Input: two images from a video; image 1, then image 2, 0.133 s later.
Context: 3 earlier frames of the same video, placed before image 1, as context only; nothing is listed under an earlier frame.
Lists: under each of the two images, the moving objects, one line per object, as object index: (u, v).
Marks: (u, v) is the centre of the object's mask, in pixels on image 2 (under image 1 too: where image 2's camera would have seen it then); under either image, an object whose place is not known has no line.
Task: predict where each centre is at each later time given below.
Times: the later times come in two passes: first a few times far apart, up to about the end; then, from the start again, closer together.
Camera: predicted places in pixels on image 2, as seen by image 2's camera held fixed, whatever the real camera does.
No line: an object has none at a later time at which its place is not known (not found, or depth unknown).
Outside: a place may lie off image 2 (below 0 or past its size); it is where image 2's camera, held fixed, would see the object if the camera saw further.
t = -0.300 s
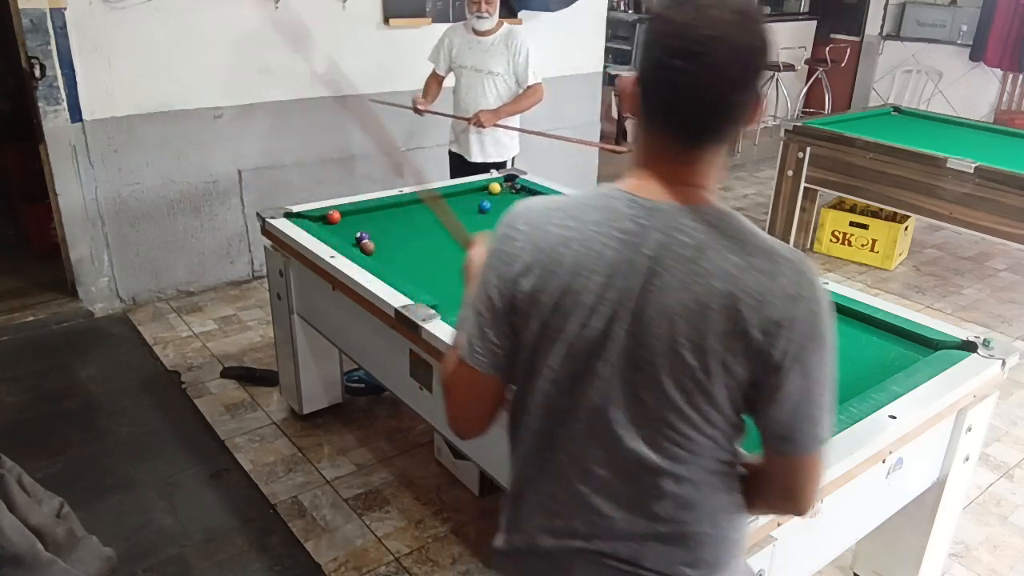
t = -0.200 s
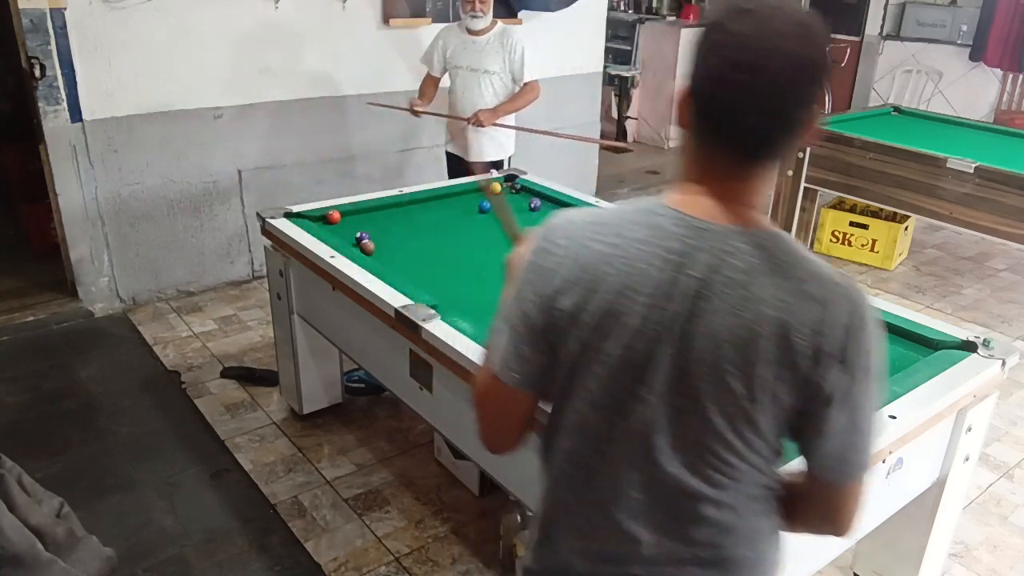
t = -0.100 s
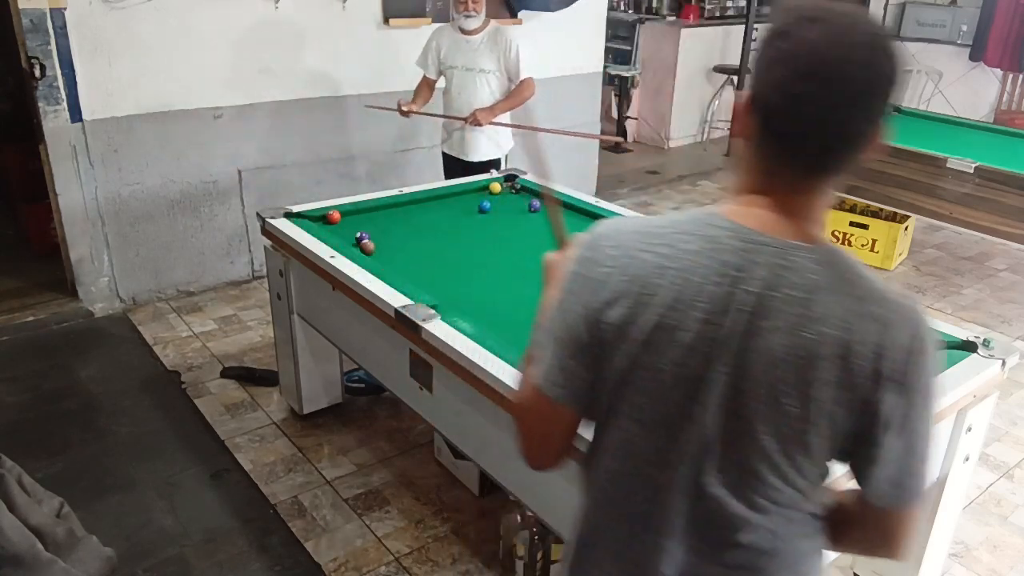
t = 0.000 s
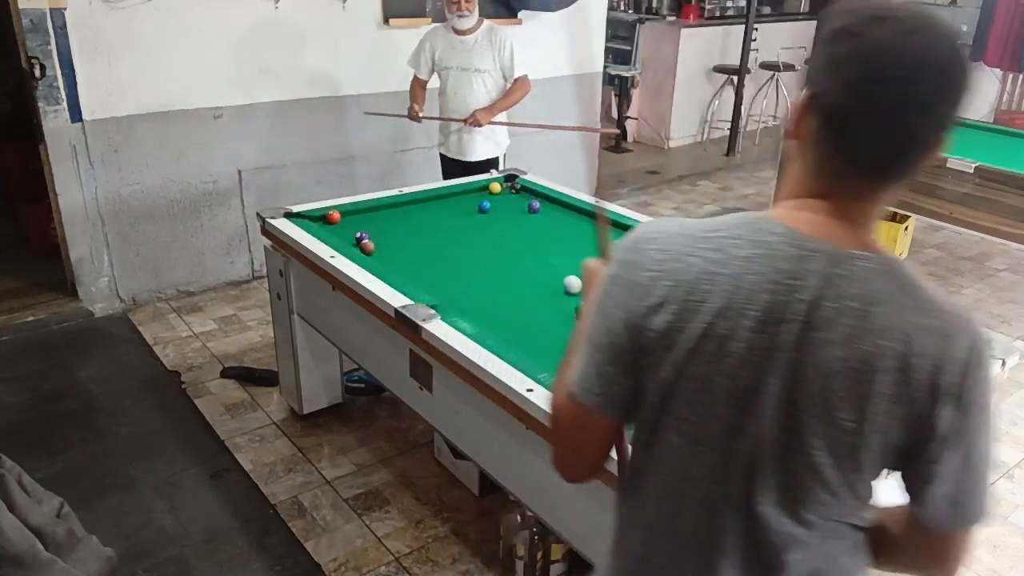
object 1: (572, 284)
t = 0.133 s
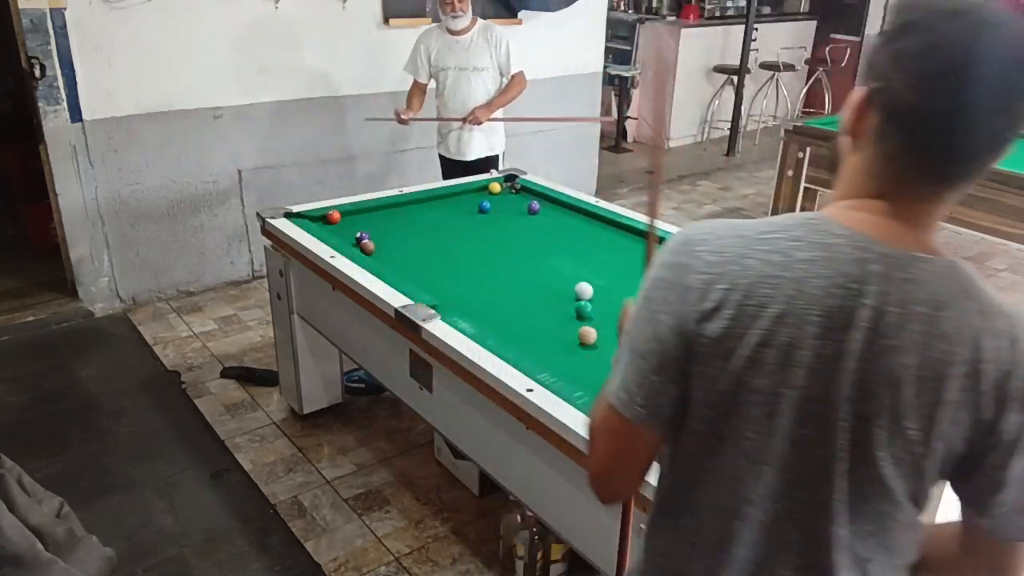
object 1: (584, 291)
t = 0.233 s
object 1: (592, 295)
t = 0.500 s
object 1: (615, 310)
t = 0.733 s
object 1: (634, 321)
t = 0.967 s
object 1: (654, 333)
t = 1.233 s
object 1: (675, 346)
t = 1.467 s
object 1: (693, 357)
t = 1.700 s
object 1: (709, 367)
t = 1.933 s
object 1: (725, 377)
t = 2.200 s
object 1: (740, 387)
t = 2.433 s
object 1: (752, 395)
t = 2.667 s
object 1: (761, 401)
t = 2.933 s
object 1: (770, 407)
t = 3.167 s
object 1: (775, 410)
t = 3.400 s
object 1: (778, 412)
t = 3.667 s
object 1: (778, 412)
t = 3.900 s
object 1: (778, 413)
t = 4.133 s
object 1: (778, 413)
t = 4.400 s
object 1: (778, 413)
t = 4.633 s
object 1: (778, 413)
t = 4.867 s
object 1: (778, 413)
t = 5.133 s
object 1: (778, 413)
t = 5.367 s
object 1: (778, 413)
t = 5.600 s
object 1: (778, 413)
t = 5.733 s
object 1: (778, 413)
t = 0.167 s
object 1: (587, 292)
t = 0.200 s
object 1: (590, 294)
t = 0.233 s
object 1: (592, 295)
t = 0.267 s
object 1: (596, 298)
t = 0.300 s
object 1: (598, 299)
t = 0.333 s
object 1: (601, 301)
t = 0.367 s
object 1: (603, 303)
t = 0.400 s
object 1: (606, 305)
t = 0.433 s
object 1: (609, 306)
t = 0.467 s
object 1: (612, 308)
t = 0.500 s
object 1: (615, 310)
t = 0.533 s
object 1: (617, 311)
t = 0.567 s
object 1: (620, 313)
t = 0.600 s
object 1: (623, 315)
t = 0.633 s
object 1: (626, 317)
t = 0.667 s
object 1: (629, 318)
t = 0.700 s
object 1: (631, 320)
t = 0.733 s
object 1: (634, 321)
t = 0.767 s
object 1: (637, 323)
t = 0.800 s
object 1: (640, 325)
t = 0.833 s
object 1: (642, 326)
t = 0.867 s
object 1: (645, 328)
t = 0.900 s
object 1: (648, 330)
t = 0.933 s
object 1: (651, 331)
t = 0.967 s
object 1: (654, 333)
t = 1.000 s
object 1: (656, 335)
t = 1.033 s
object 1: (659, 336)
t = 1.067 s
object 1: (661, 338)
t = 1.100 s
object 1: (664, 340)
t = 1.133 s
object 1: (667, 341)
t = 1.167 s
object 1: (670, 343)
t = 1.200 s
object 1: (672, 344)
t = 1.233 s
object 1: (675, 346)
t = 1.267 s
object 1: (677, 347)
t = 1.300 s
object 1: (680, 349)
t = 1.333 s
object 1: (683, 351)
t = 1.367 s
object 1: (685, 352)
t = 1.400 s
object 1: (688, 354)
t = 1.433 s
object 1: (690, 355)
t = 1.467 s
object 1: (693, 357)
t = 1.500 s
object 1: (695, 359)
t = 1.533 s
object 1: (698, 360)
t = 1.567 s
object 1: (700, 361)
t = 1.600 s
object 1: (702, 363)
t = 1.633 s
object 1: (705, 364)
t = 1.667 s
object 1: (707, 366)
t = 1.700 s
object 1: (709, 367)
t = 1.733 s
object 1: (712, 369)
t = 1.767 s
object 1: (714, 370)
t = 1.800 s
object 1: (716, 372)
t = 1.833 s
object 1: (718, 373)
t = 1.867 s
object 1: (721, 375)
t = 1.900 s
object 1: (723, 376)
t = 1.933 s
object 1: (725, 377)
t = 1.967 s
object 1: (727, 379)
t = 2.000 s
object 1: (729, 379)
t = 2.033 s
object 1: (731, 381)
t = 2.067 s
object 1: (733, 382)
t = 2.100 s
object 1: (735, 383)
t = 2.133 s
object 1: (737, 385)
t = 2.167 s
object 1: (738, 386)
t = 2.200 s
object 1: (740, 387)
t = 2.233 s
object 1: (742, 388)
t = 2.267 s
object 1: (744, 389)
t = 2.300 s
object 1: (745, 390)
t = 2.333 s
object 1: (747, 392)
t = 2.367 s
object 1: (748, 392)
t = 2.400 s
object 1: (750, 394)
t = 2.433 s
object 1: (752, 395)
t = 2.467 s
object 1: (753, 396)
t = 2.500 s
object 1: (755, 397)
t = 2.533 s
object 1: (756, 398)
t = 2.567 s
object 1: (757, 399)
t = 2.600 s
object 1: (759, 399)
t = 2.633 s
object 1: (760, 400)
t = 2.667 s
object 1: (761, 401)
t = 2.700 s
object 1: (763, 402)
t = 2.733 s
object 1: (764, 403)
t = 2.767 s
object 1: (765, 404)
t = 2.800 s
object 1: (766, 404)
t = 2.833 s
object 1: (767, 405)
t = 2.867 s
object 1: (768, 406)
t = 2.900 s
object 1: (769, 406)
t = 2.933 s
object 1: (770, 407)
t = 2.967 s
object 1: (771, 407)
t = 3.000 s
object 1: (772, 408)
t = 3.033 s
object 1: (772, 408)
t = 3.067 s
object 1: (773, 409)
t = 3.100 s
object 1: (774, 409)
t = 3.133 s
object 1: (774, 410)
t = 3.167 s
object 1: (775, 410)
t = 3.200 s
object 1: (775, 410)
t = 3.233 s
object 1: (776, 411)
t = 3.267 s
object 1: (776, 411)
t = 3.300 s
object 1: (777, 411)
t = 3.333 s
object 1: (777, 411)
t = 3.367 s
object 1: (777, 411)
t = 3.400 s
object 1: (778, 412)
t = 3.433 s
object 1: (778, 412)
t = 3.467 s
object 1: (778, 412)
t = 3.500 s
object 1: (778, 412)
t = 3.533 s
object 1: (778, 412)
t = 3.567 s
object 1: (778, 412)
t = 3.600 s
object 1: (778, 412)
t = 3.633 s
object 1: (778, 413)
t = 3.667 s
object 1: (778, 412)
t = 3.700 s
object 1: (778, 413)
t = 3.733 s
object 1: (778, 412)
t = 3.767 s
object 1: (778, 413)
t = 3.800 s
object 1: (778, 413)
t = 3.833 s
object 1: (778, 413)
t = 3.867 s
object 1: (778, 413)
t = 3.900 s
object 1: (778, 413)
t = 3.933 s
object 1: (778, 413)
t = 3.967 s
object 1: (778, 413)
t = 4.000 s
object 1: (778, 412)
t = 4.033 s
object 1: (778, 413)
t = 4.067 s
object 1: (778, 412)
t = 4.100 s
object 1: (778, 413)
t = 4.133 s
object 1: (778, 413)
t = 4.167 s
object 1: (778, 413)
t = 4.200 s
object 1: (778, 412)
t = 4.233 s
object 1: (778, 412)
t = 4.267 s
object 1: (779, 412)
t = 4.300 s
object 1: (779, 413)
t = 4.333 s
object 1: (778, 413)
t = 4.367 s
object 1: (778, 413)
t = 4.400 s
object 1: (778, 413)
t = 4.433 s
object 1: (778, 413)
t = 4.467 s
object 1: (779, 413)
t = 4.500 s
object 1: (778, 413)
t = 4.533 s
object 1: (778, 413)
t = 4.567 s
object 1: (778, 413)
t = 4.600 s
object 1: (778, 413)
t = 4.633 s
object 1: (778, 413)
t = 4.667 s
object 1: (778, 413)
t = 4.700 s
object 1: (778, 413)
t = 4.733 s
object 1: (779, 412)
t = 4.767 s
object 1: (778, 413)
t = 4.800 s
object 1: (778, 413)
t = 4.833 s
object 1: (778, 413)
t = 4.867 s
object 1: (778, 413)
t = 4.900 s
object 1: (778, 413)
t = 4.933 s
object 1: (778, 413)
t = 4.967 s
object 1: (778, 413)
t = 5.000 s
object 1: (778, 413)
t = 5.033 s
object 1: (778, 413)
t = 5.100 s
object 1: (778, 413)
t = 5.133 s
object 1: (778, 413)
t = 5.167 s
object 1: (778, 413)
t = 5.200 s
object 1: (778, 413)
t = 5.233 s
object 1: (778, 413)
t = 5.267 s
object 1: (778, 413)
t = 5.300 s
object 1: (778, 413)
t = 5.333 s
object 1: (778, 413)
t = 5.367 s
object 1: (778, 413)
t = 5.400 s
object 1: (778, 413)
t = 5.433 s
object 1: (778, 413)
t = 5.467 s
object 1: (778, 413)
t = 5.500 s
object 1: (778, 413)
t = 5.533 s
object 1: (778, 413)
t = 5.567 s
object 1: (778, 413)
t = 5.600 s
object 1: (778, 413)
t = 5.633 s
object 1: (778, 413)
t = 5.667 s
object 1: (778, 413)
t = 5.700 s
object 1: (778, 413)
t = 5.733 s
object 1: (778, 413)
